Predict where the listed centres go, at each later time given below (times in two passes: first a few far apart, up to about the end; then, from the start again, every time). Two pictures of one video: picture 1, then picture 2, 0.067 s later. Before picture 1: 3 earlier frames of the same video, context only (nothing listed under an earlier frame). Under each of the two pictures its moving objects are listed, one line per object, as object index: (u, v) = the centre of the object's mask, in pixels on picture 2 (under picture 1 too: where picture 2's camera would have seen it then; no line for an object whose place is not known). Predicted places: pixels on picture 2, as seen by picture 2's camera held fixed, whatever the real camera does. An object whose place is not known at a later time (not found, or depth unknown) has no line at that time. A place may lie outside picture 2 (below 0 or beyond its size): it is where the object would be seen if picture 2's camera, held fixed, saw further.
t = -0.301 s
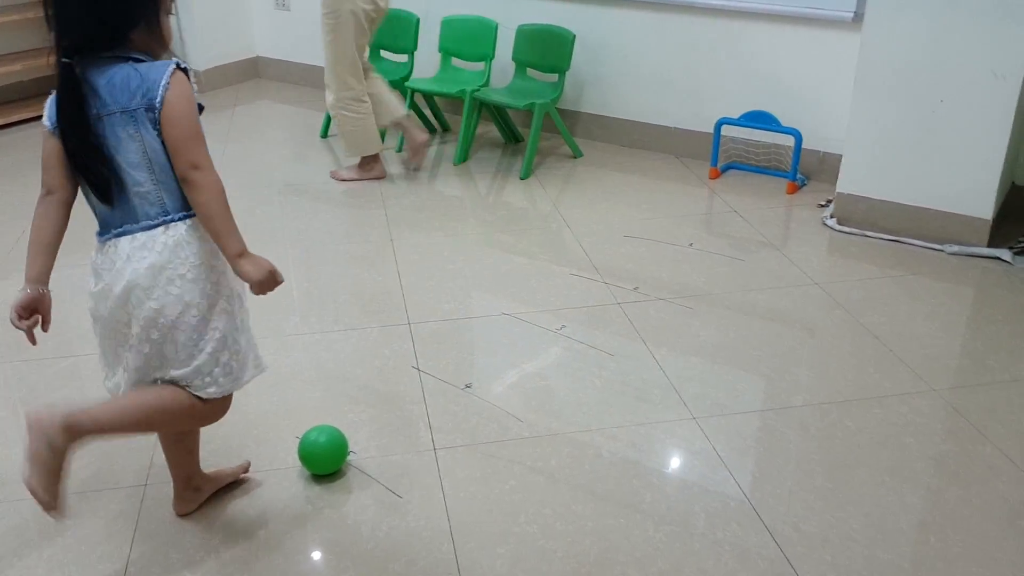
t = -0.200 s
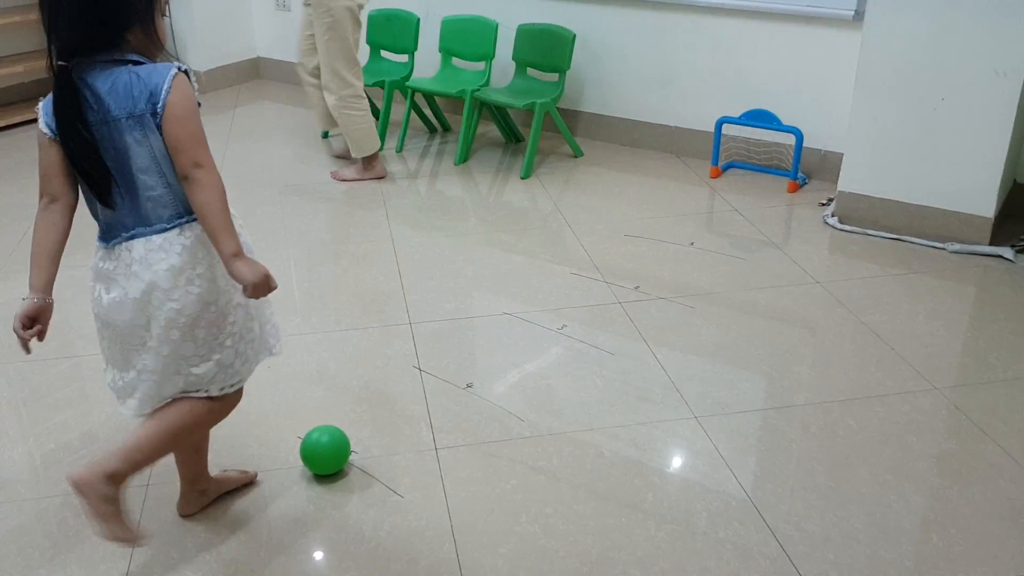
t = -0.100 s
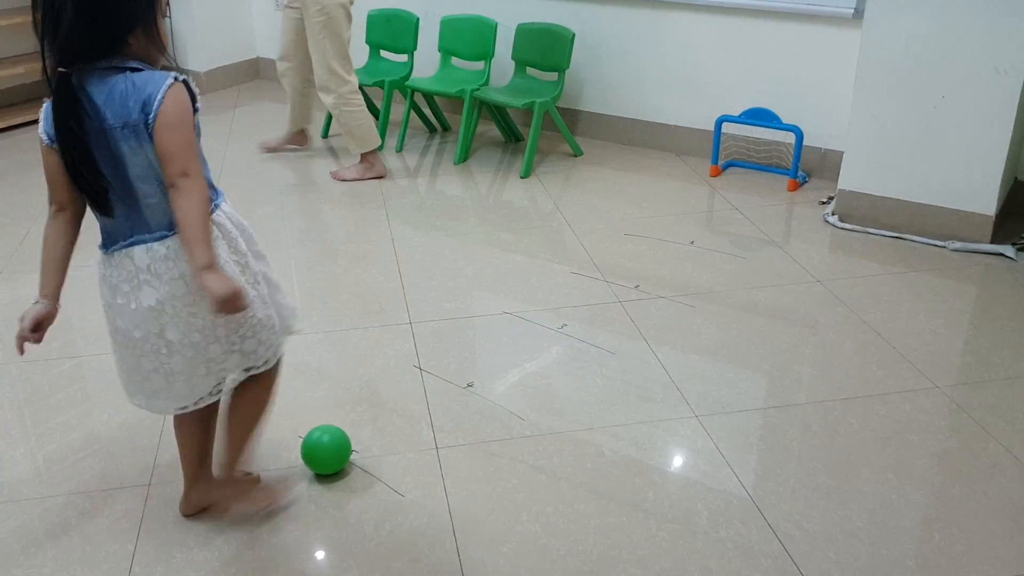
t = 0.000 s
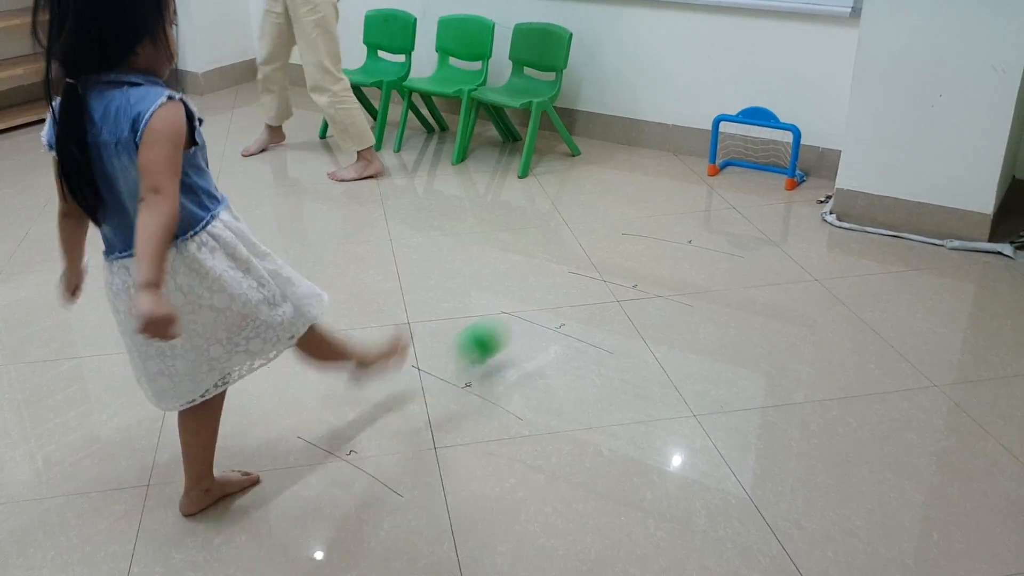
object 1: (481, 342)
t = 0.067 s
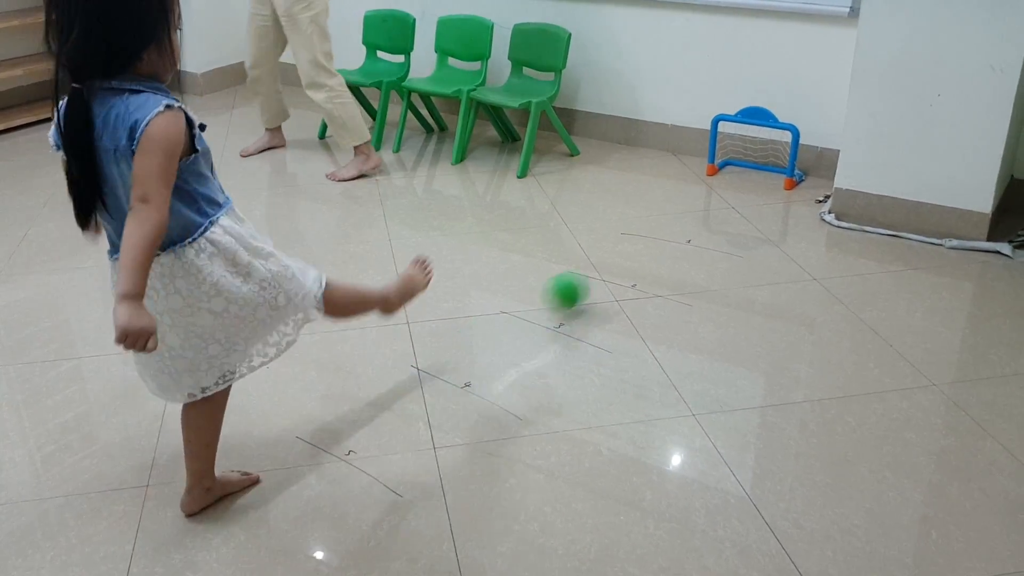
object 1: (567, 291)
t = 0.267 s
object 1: (742, 188)
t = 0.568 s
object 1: (737, 159)
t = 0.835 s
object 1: (750, 161)
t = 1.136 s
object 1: (754, 163)
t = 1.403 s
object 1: (752, 164)
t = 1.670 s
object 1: (748, 169)
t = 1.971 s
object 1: (744, 174)
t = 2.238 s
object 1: (741, 177)
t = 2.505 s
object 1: (739, 177)
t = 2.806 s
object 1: (733, 176)
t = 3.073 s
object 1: (722, 174)
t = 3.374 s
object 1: (709, 171)
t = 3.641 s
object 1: (702, 169)
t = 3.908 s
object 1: (699, 167)
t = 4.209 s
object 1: (699, 167)
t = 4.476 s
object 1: (701, 168)
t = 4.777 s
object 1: (702, 168)
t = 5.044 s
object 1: (703, 168)
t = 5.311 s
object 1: (706, 169)
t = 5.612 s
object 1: (710, 169)
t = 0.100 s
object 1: (604, 275)
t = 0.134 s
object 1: (634, 251)
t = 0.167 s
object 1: (685, 219)
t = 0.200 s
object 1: (706, 211)
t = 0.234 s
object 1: (726, 201)
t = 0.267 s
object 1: (742, 188)
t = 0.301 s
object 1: (757, 177)
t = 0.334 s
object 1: (771, 168)
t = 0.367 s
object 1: (766, 162)
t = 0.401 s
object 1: (758, 161)
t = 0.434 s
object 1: (751, 156)
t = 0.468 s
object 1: (740, 153)
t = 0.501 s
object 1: (729, 154)
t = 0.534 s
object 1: (732, 158)
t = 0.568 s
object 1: (737, 159)
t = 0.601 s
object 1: (740, 156)
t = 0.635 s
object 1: (743, 156)
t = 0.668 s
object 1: (745, 159)
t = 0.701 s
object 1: (746, 158)
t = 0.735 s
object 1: (747, 158)
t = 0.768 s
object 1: (748, 161)
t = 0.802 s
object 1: (749, 161)
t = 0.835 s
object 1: (750, 161)
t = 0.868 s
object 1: (750, 160)
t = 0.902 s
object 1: (751, 162)
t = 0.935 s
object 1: (752, 161)
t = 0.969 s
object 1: (753, 162)
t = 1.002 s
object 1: (753, 162)
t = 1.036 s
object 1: (754, 162)
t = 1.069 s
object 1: (754, 162)
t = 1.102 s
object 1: (754, 162)
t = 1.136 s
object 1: (754, 163)
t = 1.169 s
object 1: (754, 163)
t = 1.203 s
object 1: (753, 163)
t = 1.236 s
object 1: (753, 164)
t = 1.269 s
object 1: (753, 164)
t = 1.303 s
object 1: (753, 164)
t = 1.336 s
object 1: (752, 164)
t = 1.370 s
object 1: (752, 164)
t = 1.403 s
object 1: (752, 164)
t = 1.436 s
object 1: (752, 165)
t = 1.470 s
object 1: (751, 165)
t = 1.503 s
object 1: (751, 166)
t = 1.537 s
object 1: (750, 166)
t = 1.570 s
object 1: (749, 167)
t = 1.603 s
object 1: (749, 167)
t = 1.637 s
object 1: (748, 169)
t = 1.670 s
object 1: (748, 169)
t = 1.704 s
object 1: (747, 170)
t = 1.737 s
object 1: (746, 170)
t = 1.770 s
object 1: (746, 171)
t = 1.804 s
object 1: (745, 171)
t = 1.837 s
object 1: (745, 172)
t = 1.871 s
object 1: (745, 173)
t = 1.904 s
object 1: (744, 173)
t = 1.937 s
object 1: (744, 174)
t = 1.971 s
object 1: (744, 174)
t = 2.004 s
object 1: (743, 174)
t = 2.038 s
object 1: (743, 175)
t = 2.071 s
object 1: (743, 175)
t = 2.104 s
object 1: (742, 176)
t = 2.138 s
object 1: (742, 176)
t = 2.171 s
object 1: (742, 176)
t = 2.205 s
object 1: (742, 177)
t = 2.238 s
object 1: (741, 177)
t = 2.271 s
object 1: (741, 177)
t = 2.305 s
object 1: (741, 177)
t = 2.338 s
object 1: (741, 177)
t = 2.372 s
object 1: (741, 177)
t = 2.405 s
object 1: (740, 177)
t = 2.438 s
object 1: (740, 178)
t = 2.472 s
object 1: (740, 177)
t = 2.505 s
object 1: (739, 177)
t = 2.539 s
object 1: (739, 177)
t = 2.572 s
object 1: (738, 177)
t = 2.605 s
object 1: (738, 177)
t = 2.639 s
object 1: (737, 177)
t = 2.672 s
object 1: (737, 177)
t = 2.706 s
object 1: (735, 176)
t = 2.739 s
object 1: (735, 176)
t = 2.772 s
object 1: (734, 176)
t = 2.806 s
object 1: (733, 176)
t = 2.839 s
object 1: (732, 175)
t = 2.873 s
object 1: (731, 175)
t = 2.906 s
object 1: (730, 175)
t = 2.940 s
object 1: (728, 175)
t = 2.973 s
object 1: (727, 175)
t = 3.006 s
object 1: (726, 174)
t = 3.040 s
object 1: (724, 174)
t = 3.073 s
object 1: (722, 174)
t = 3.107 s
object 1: (721, 174)
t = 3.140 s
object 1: (719, 173)
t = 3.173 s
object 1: (717, 173)
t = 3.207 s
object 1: (716, 172)
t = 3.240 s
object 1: (715, 172)
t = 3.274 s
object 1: (714, 171)
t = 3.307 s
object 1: (712, 172)
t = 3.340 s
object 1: (710, 171)
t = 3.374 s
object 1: (709, 171)
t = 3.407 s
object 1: (708, 171)
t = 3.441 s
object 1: (707, 171)
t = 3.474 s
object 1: (706, 170)
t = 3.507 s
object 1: (705, 170)
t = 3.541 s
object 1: (704, 170)
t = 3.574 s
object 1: (703, 170)
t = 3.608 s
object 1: (703, 169)
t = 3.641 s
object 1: (702, 169)
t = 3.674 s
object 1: (701, 169)
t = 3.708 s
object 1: (701, 168)
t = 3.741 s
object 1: (700, 168)
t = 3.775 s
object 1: (700, 168)
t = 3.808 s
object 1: (700, 168)
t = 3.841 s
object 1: (700, 167)
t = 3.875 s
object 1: (699, 167)
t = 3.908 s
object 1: (699, 167)
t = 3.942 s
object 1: (699, 167)
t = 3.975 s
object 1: (700, 167)
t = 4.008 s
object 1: (700, 166)
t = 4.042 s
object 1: (700, 167)
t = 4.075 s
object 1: (699, 166)
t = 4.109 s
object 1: (699, 167)
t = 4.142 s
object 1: (699, 166)
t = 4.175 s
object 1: (698, 167)
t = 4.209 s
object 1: (699, 167)
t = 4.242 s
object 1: (700, 167)
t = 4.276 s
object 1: (700, 168)
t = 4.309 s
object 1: (700, 167)
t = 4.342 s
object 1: (700, 167)
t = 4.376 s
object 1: (701, 168)
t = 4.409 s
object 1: (701, 168)
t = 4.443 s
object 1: (701, 168)
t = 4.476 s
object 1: (701, 168)
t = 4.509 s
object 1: (701, 168)
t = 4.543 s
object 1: (701, 168)
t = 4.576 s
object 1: (701, 168)
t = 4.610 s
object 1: (701, 168)
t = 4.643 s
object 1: (701, 168)
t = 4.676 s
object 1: (702, 167)
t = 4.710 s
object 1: (702, 168)
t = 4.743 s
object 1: (702, 168)
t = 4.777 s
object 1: (702, 168)
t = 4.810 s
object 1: (702, 168)
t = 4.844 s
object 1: (702, 168)
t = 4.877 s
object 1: (702, 168)
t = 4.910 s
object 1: (702, 168)
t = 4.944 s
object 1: (703, 168)
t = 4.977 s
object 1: (703, 168)
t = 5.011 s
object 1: (703, 168)
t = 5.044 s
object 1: (703, 168)
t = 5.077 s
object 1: (703, 168)
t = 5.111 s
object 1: (704, 168)
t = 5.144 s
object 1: (704, 168)
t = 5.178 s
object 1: (704, 169)
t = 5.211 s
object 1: (705, 169)
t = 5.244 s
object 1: (705, 169)
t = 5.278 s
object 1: (706, 169)
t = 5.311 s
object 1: (706, 169)
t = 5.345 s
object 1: (707, 168)
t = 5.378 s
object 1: (707, 169)
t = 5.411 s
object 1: (707, 169)
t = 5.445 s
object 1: (707, 169)
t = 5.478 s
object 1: (708, 169)
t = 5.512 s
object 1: (708, 169)
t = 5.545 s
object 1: (709, 169)
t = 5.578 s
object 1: (709, 169)
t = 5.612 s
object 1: (710, 169)
